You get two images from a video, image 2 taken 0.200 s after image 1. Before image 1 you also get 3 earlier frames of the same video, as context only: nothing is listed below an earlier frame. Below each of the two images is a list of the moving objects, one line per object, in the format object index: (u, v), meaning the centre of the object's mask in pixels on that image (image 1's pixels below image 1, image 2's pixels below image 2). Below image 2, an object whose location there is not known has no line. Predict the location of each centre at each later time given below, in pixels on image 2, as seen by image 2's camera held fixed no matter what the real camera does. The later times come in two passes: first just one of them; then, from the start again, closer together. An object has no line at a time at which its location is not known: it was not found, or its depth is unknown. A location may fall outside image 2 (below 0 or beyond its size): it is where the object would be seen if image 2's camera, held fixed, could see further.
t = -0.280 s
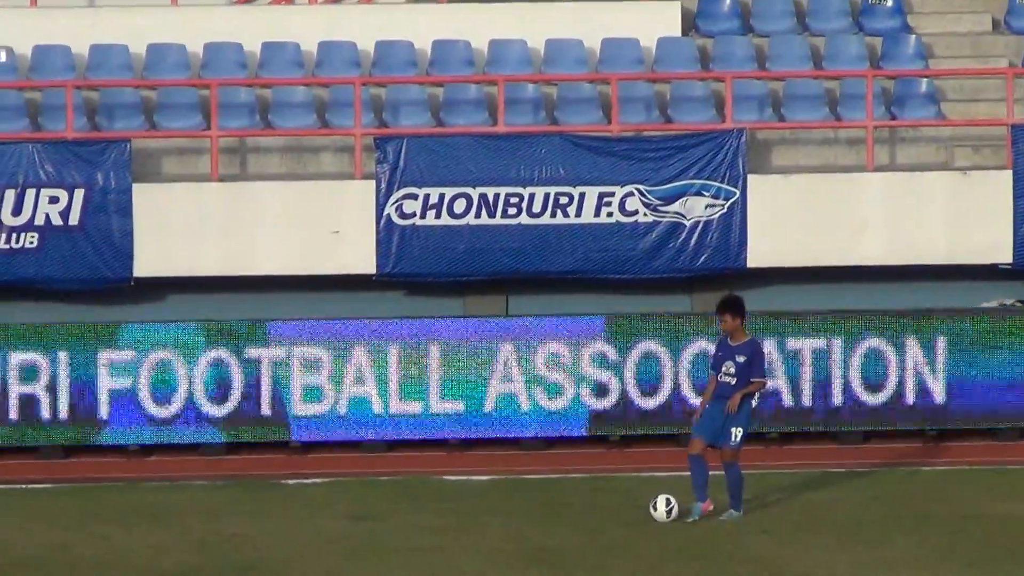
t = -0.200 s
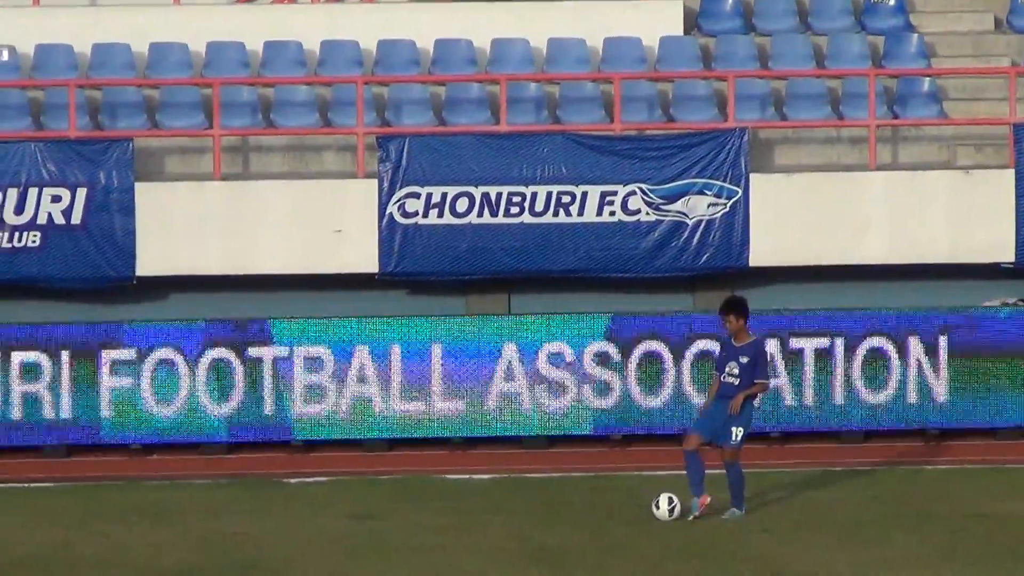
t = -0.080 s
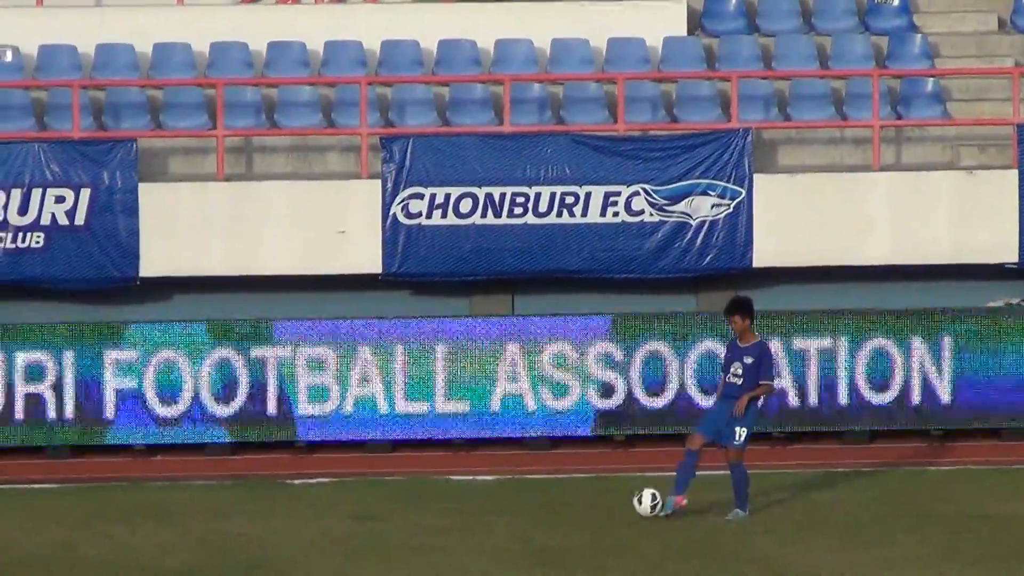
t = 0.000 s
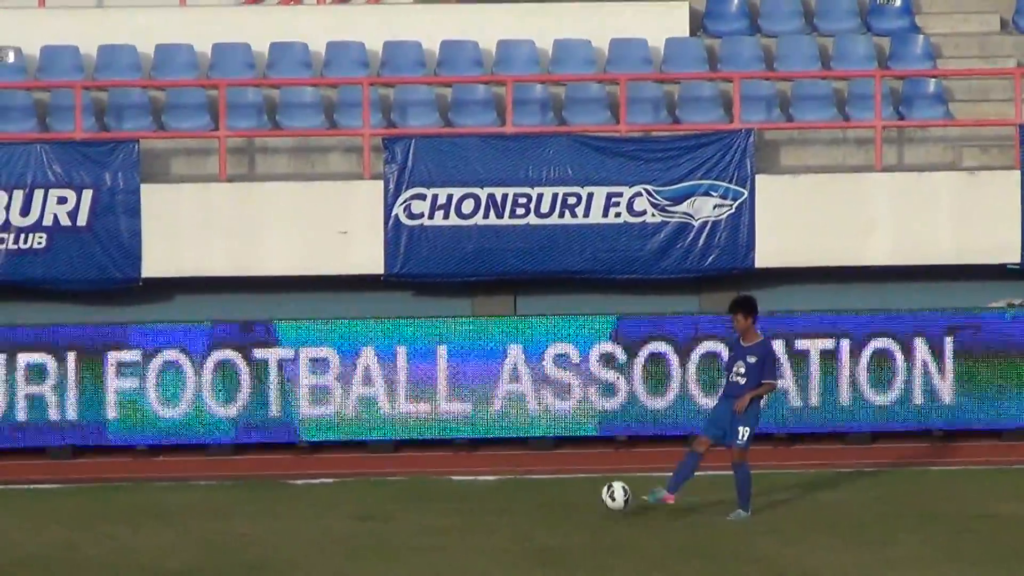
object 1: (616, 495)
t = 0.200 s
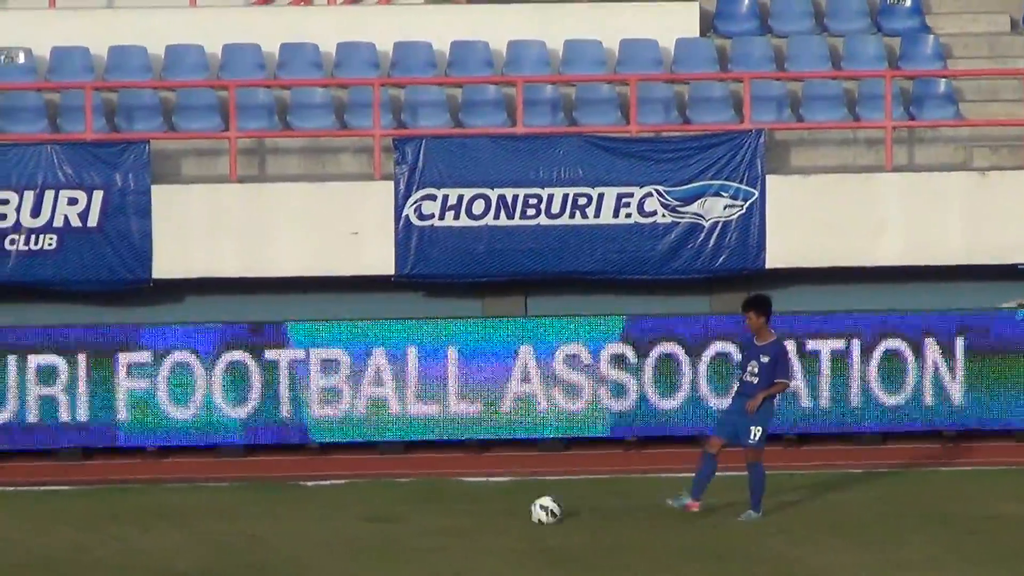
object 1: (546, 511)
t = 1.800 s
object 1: (261, 508)
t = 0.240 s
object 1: (535, 506)
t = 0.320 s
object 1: (515, 505)
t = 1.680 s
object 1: (273, 509)
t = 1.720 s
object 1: (268, 509)
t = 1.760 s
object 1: (264, 508)
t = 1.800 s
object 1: (261, 508)
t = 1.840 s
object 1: (257, 507)
